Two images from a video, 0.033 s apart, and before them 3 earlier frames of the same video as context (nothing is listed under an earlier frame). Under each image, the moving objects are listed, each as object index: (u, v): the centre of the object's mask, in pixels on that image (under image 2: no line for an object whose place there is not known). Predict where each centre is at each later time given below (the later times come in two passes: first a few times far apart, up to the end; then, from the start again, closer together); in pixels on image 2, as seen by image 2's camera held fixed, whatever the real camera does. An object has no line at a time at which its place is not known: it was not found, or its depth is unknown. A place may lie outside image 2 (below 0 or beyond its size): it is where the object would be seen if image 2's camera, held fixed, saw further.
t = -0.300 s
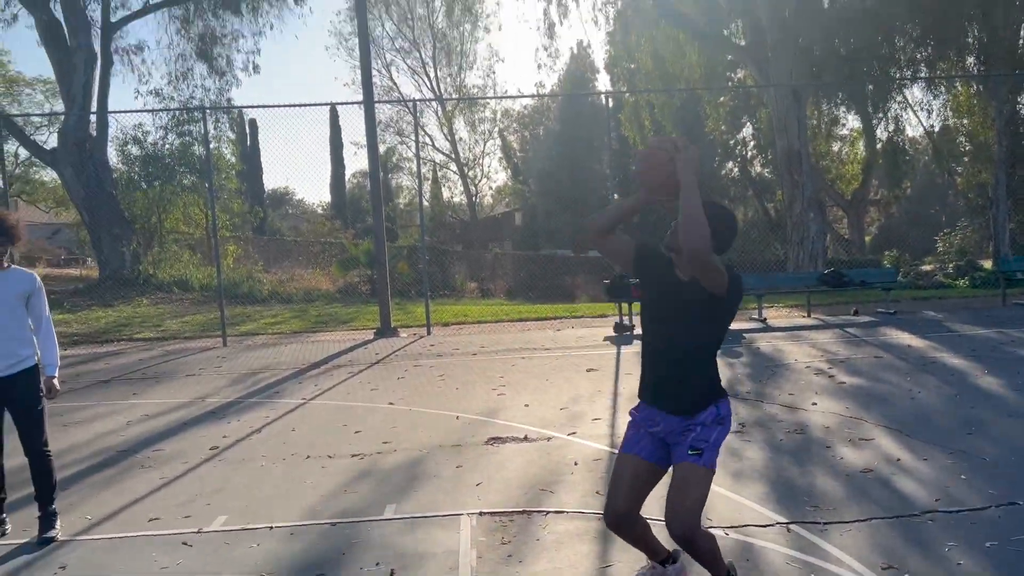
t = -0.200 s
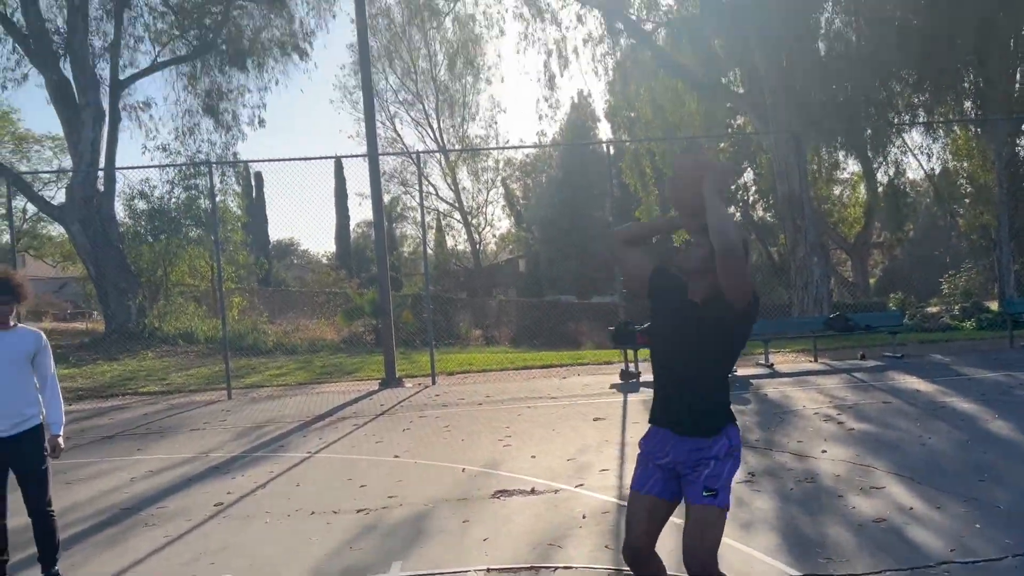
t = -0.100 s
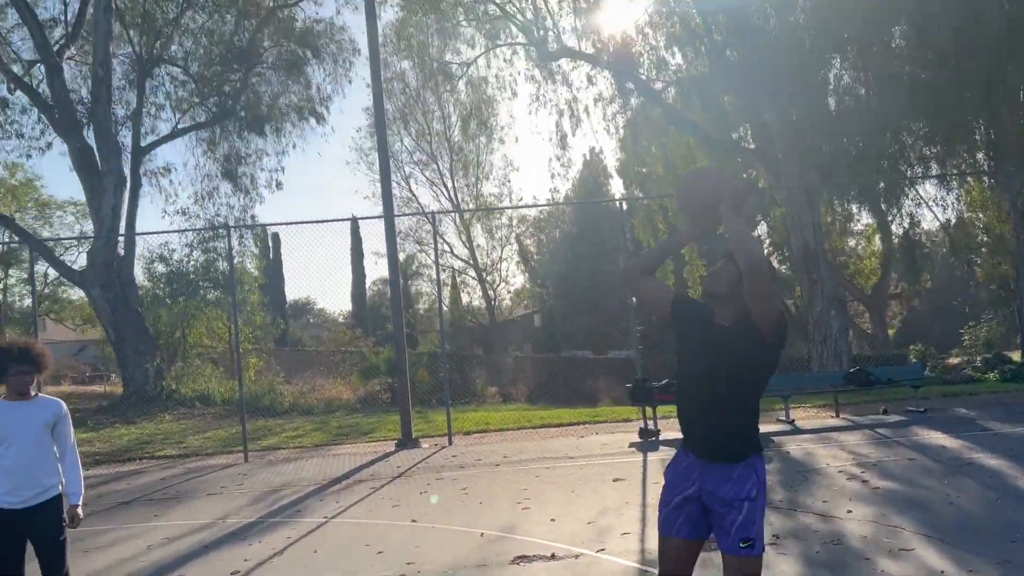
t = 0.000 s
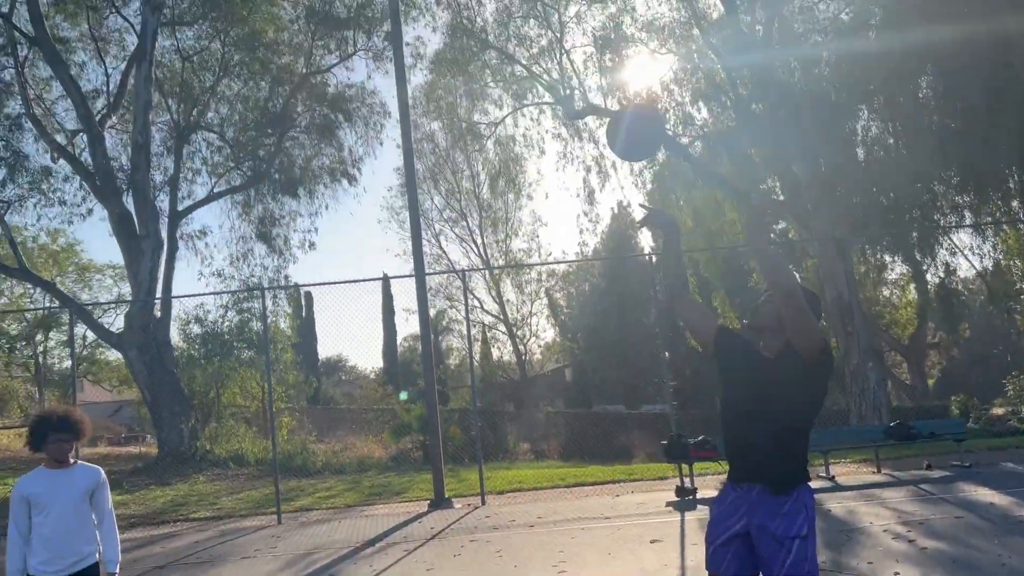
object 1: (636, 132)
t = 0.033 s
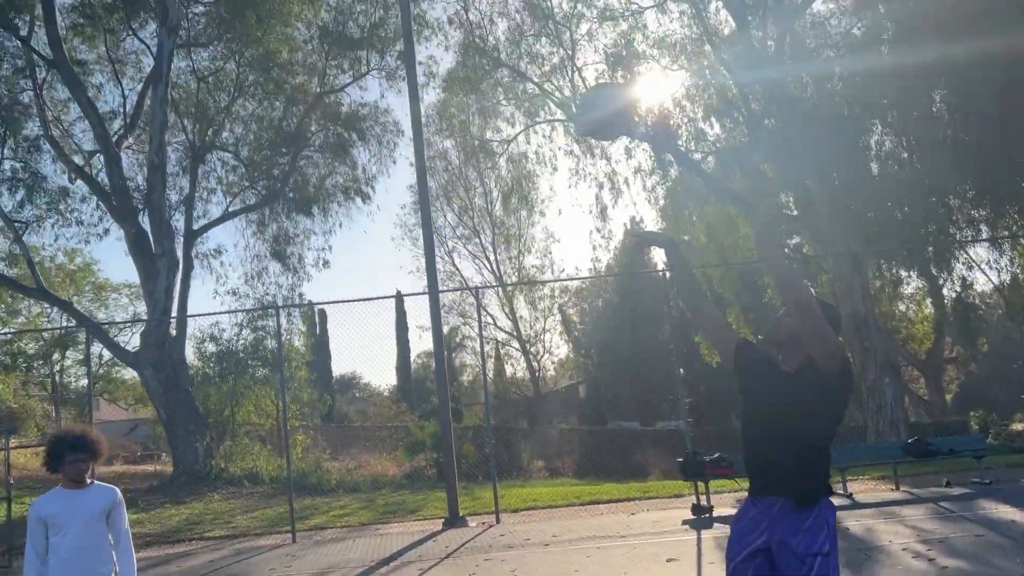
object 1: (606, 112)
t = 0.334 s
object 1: (252, -104)
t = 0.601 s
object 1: (-27, -132)
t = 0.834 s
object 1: (-270, -33)
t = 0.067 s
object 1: (565, 77)
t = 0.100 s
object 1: (524, 45)
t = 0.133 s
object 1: (484, 16)
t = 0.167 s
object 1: (444, -11)
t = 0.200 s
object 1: (404, -36)
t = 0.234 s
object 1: (365, -57)
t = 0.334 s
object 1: (252, -104)
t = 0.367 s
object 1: (215, -115)
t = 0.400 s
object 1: (180, -126)
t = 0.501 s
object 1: (76, -144)
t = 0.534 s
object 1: (41, -142)
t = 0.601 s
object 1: (-27, -132)
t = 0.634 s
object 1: (-61, -124)
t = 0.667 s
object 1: (-97, -115)
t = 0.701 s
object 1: (-131, -102)
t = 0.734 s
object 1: (-165, -87)
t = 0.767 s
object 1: (-200, -72)
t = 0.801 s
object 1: (-234, -53)
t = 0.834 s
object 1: (-270, -33)
